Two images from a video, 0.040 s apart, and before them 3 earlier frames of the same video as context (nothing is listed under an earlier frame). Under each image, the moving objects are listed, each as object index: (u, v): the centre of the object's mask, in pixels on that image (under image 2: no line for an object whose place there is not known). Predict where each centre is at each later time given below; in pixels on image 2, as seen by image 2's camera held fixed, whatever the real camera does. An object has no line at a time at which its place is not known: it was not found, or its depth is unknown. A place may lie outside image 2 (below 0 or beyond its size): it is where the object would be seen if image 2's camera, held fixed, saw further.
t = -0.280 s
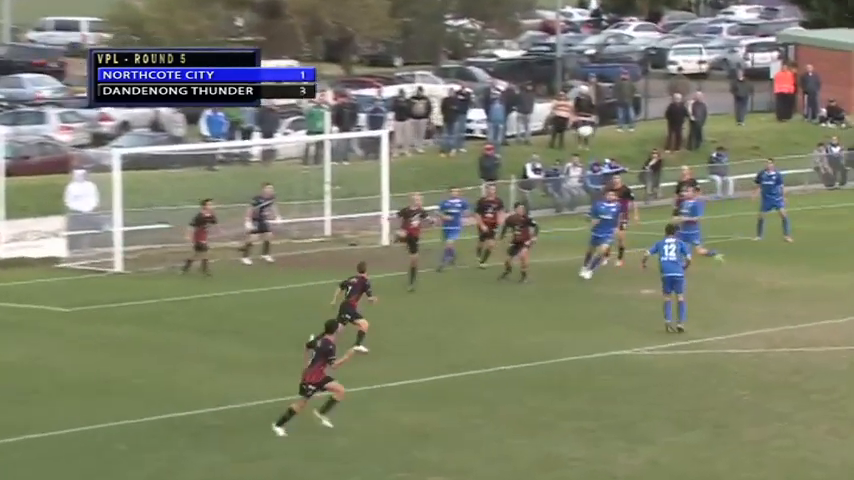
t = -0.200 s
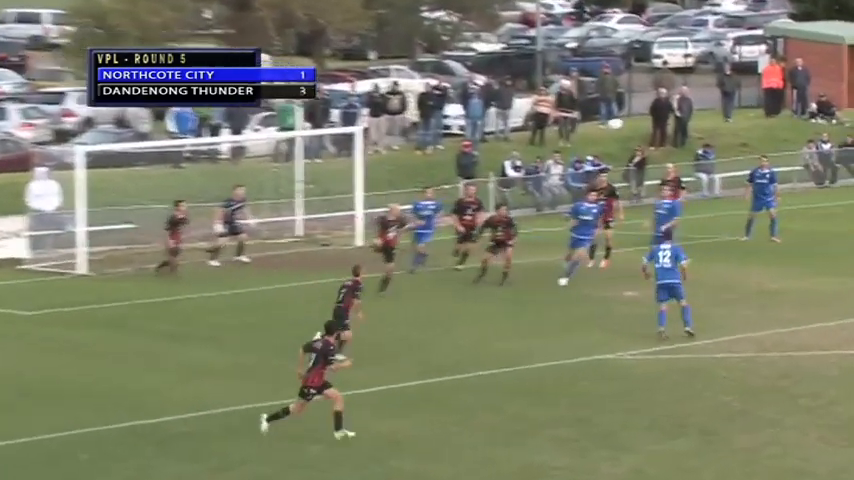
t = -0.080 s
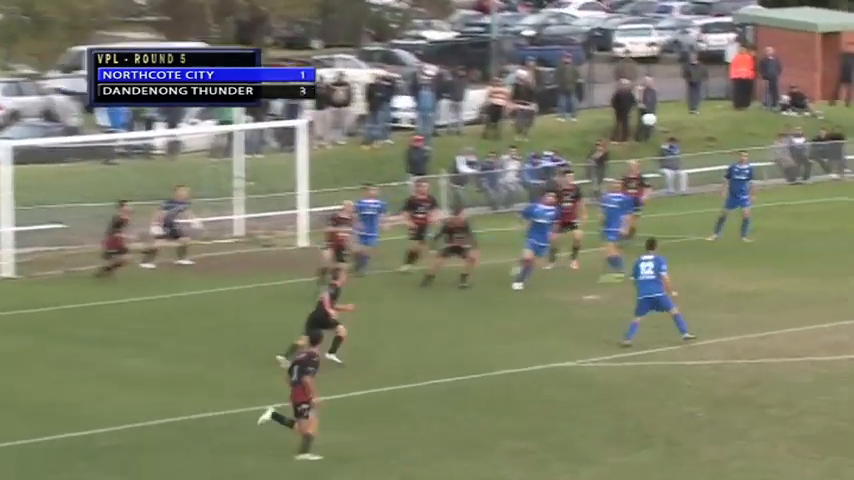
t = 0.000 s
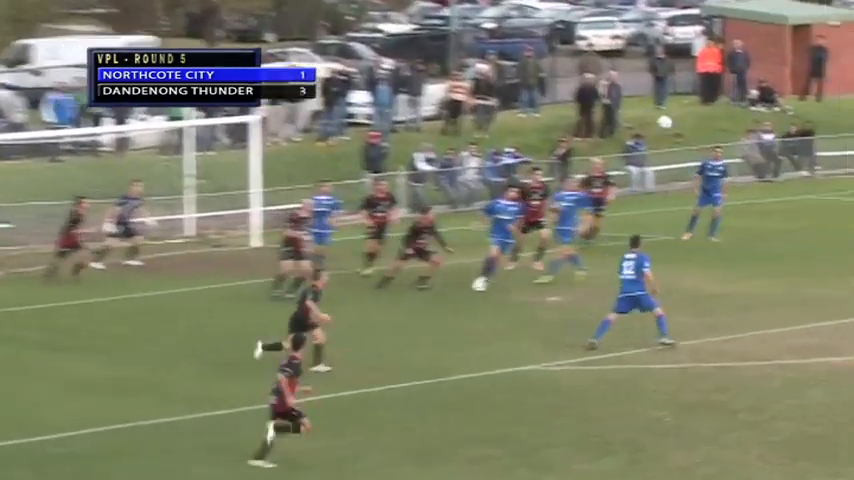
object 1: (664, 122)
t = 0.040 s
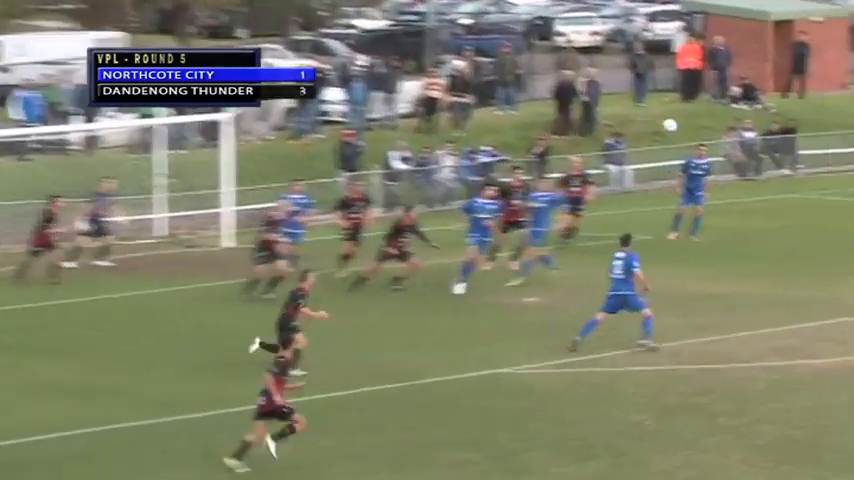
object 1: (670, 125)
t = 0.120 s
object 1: (723, 138)
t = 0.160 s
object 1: (749, 146)
